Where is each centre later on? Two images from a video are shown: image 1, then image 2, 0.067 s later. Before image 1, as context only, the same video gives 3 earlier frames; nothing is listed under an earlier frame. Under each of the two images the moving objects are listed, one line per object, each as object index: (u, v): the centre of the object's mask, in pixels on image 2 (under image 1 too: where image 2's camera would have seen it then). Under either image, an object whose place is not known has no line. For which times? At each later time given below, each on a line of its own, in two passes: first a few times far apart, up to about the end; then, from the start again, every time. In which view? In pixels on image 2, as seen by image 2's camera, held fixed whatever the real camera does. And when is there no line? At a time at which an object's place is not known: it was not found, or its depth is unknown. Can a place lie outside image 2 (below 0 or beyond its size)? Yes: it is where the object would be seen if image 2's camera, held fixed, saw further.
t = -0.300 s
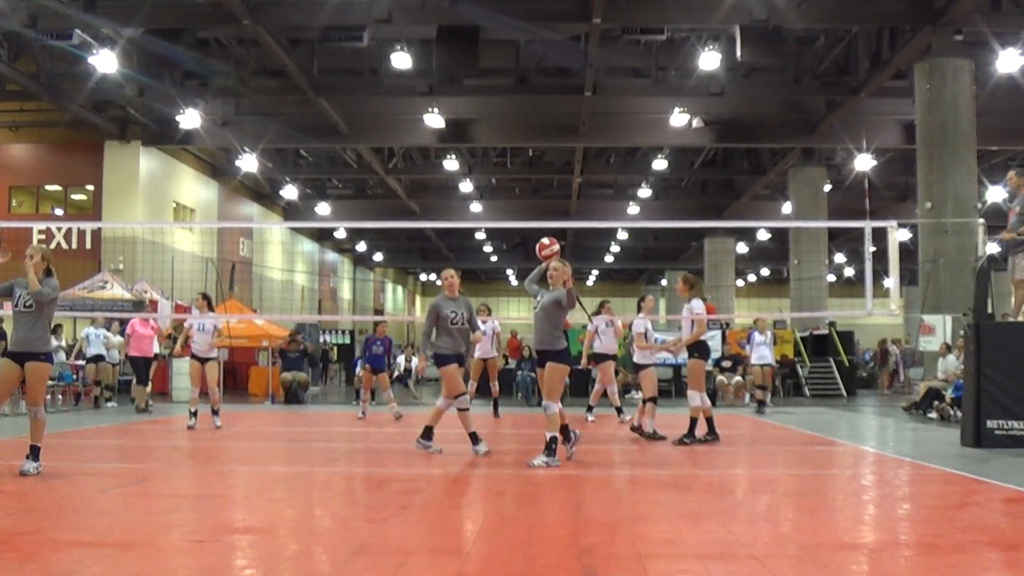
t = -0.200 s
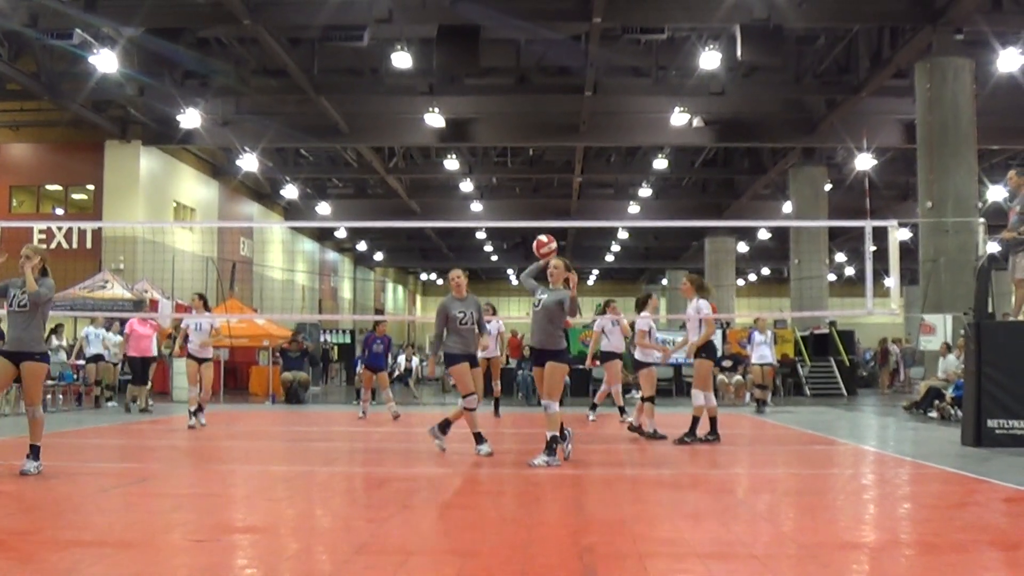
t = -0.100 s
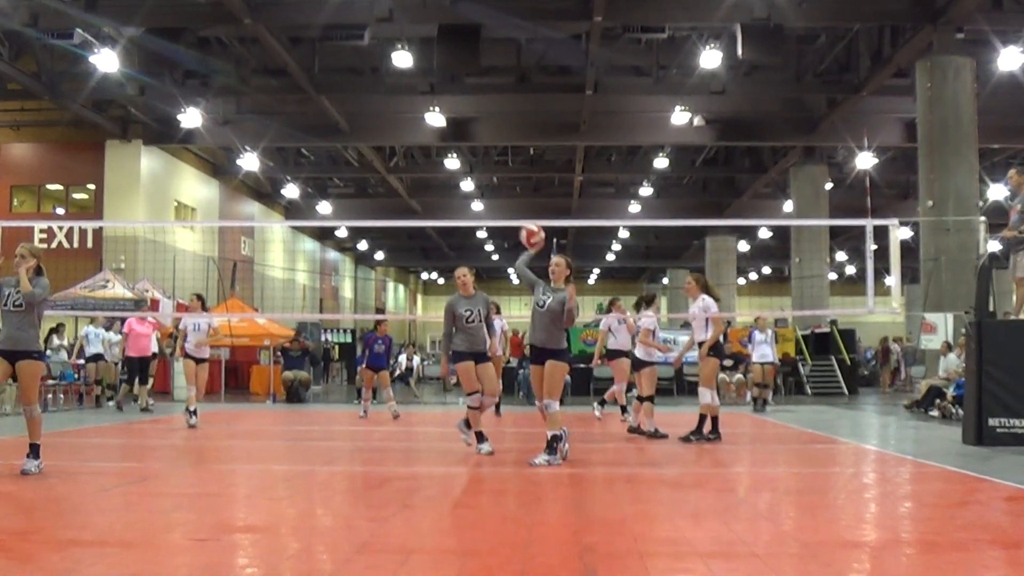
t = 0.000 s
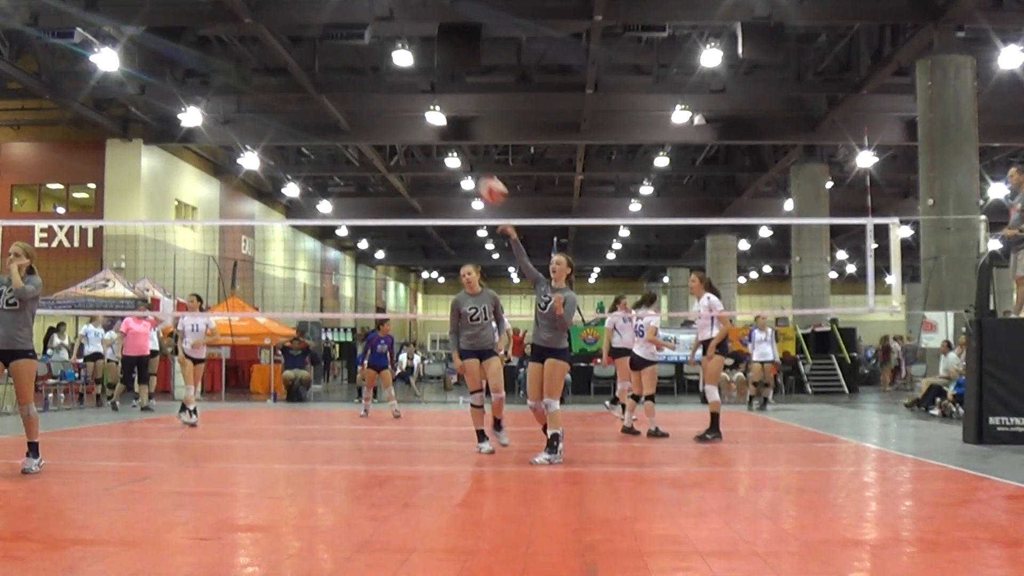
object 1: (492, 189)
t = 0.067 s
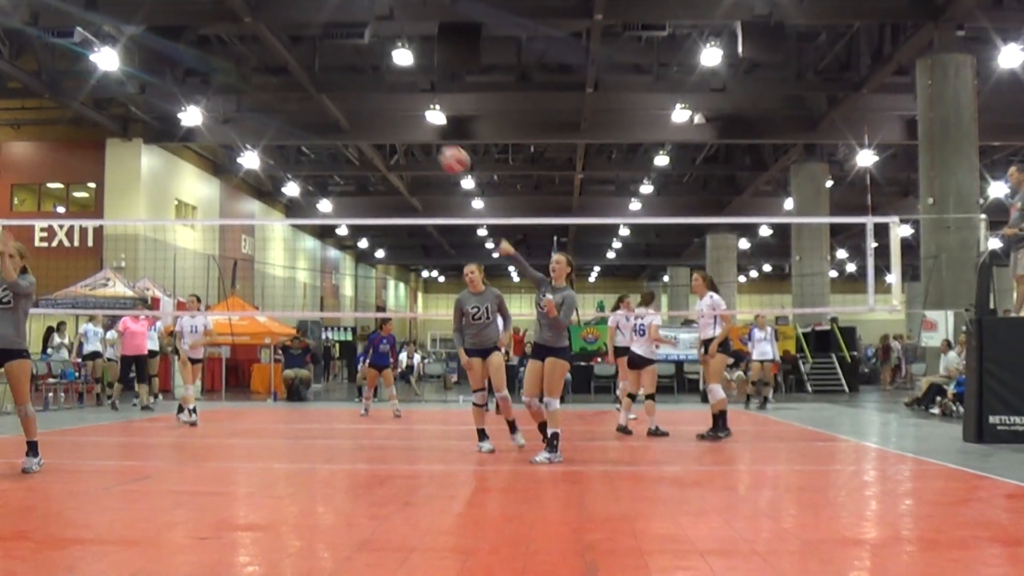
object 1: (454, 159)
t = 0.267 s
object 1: (320, 90)
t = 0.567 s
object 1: (27, 70)
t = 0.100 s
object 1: (433, 145)
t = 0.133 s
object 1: (414, 133)
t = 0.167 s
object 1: (391, 120)
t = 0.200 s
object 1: (368, 109)
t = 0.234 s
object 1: (344, 99)
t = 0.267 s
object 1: (320, 90)
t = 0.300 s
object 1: (293, 81)
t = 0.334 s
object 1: (266, 74)
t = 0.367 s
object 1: (237, 68)
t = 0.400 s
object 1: (207, 64)
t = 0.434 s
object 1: (175, 62)
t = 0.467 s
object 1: (142, 60)
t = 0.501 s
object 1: (106, 62)
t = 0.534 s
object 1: (66, 66)
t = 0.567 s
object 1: (27, 70)
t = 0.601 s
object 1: (4, 76)
